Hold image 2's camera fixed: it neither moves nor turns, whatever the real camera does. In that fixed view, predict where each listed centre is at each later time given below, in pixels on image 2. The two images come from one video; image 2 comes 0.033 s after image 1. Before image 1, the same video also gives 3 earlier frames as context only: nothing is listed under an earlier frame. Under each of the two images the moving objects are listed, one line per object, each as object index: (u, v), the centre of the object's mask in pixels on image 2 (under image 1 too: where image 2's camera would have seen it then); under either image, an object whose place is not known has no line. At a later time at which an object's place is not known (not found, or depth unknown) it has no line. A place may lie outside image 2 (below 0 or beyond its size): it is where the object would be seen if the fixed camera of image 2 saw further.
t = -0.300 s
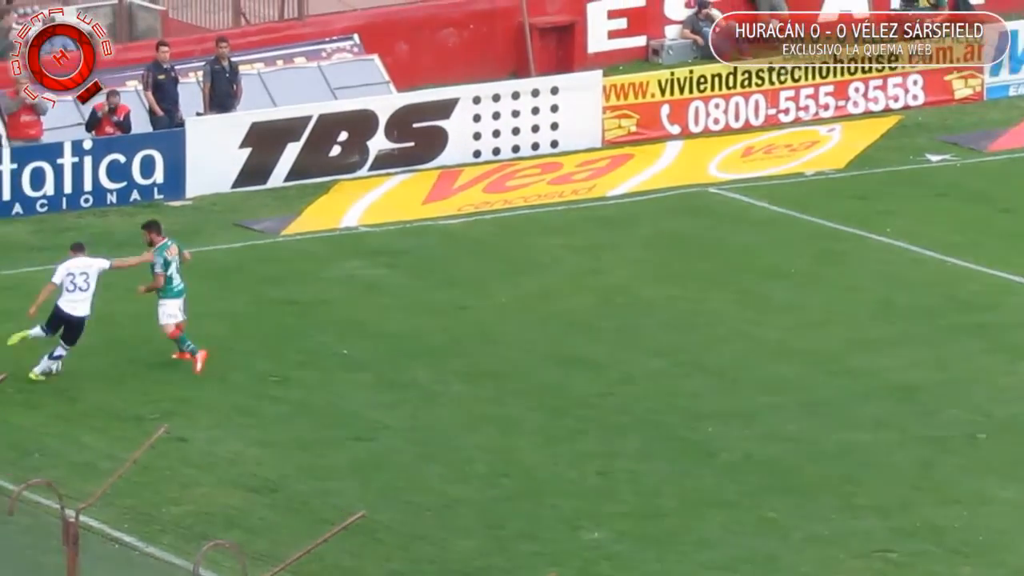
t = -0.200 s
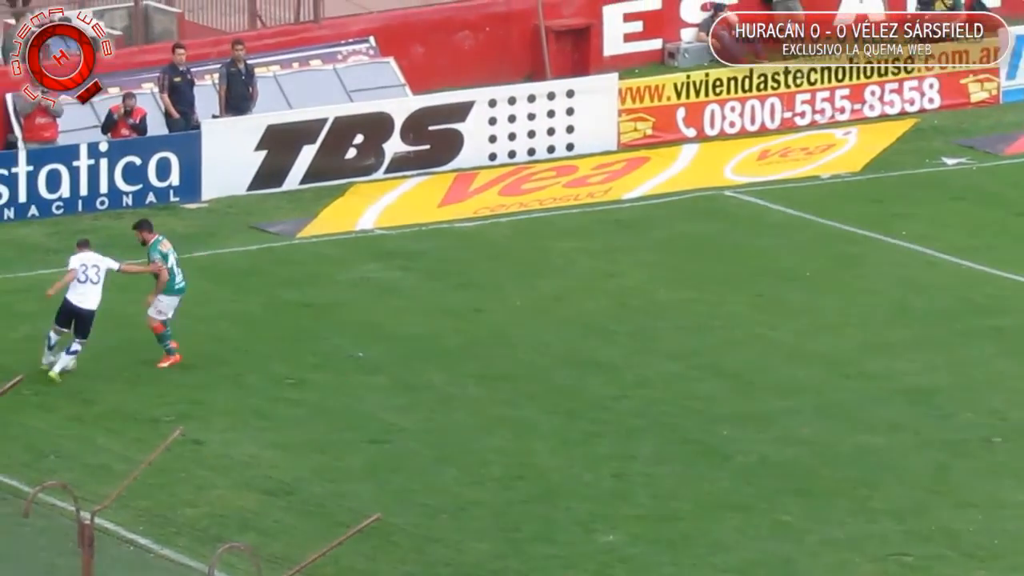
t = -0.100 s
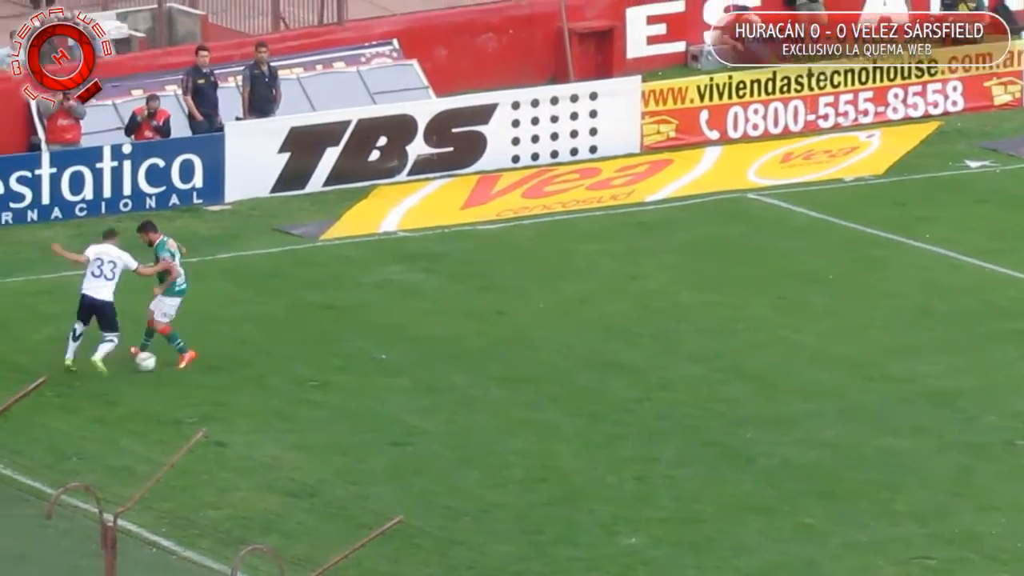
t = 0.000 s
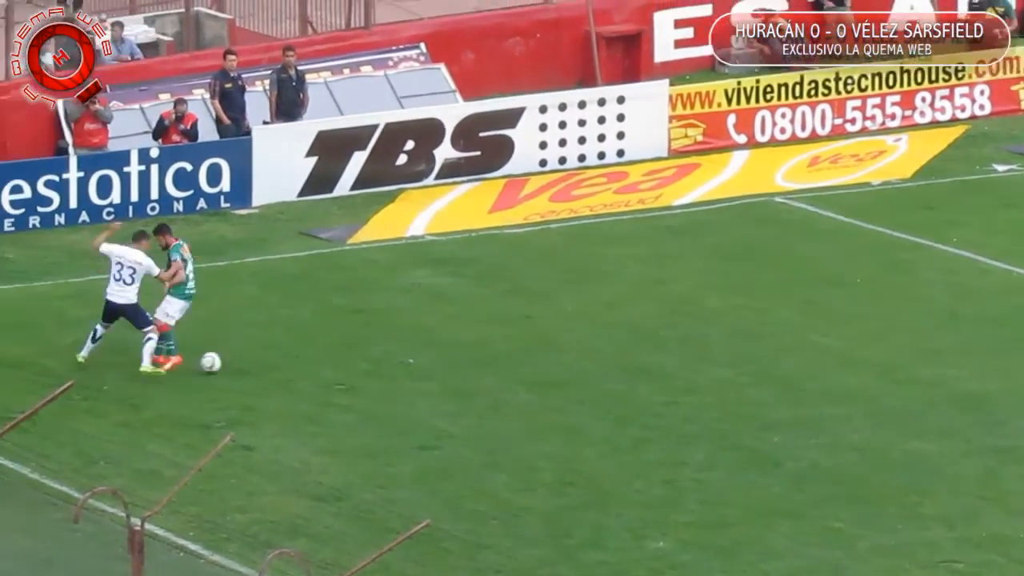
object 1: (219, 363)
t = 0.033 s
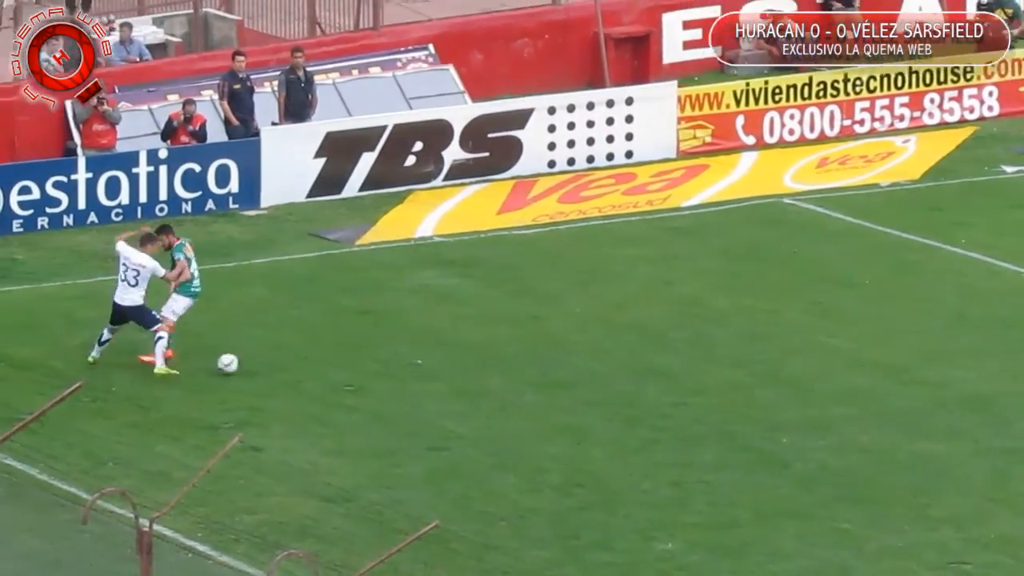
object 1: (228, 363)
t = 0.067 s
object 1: (236, 364)
